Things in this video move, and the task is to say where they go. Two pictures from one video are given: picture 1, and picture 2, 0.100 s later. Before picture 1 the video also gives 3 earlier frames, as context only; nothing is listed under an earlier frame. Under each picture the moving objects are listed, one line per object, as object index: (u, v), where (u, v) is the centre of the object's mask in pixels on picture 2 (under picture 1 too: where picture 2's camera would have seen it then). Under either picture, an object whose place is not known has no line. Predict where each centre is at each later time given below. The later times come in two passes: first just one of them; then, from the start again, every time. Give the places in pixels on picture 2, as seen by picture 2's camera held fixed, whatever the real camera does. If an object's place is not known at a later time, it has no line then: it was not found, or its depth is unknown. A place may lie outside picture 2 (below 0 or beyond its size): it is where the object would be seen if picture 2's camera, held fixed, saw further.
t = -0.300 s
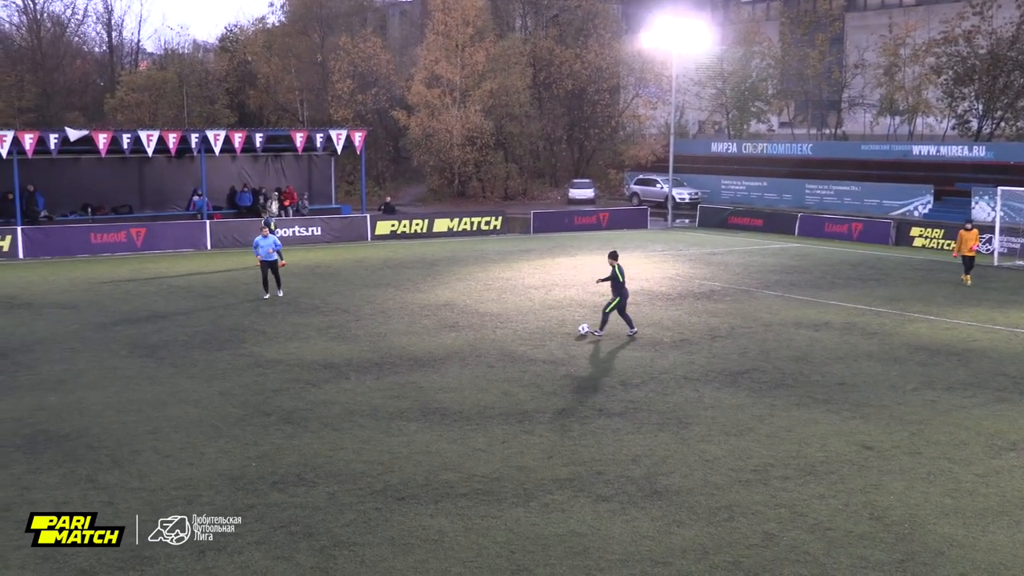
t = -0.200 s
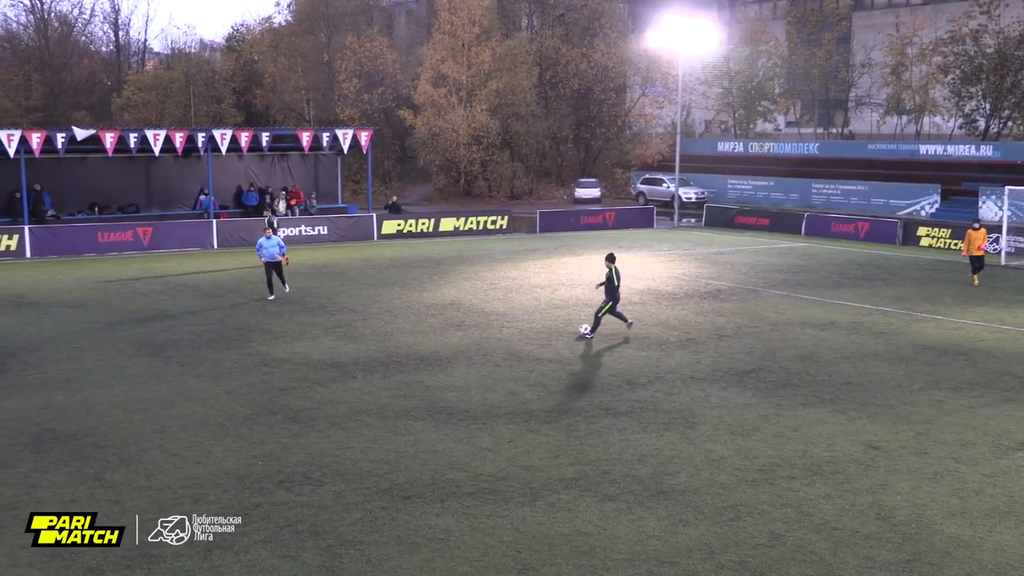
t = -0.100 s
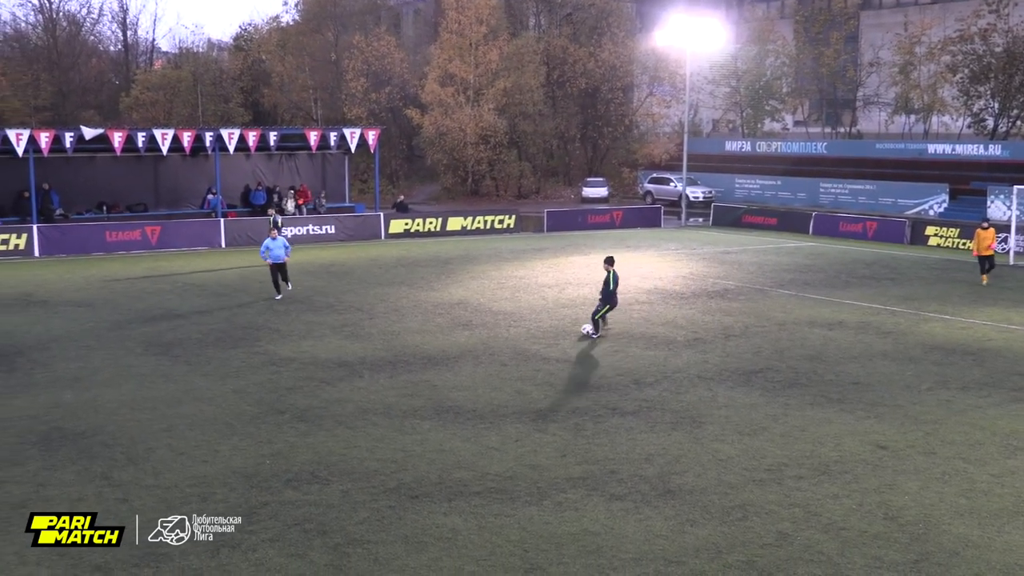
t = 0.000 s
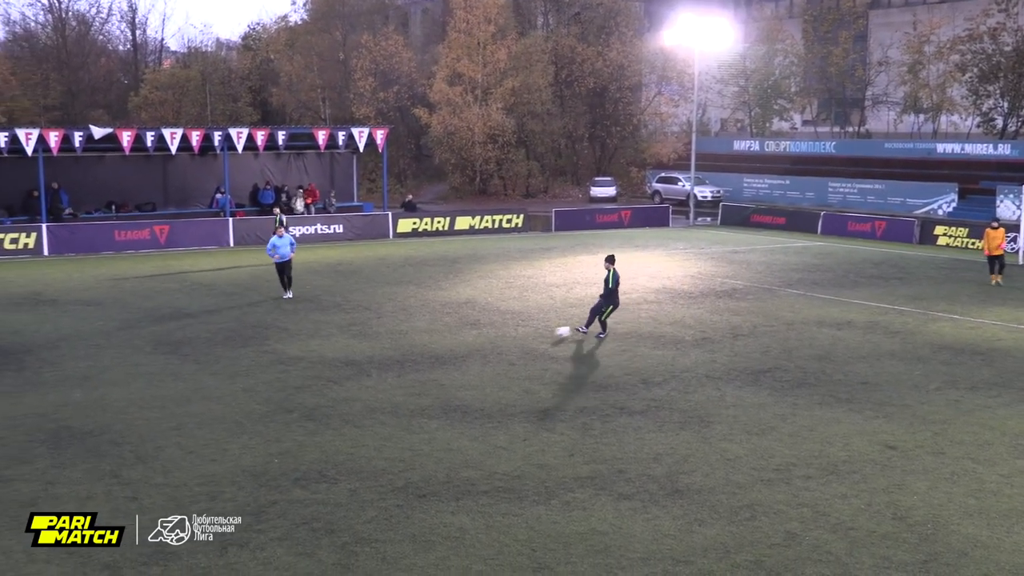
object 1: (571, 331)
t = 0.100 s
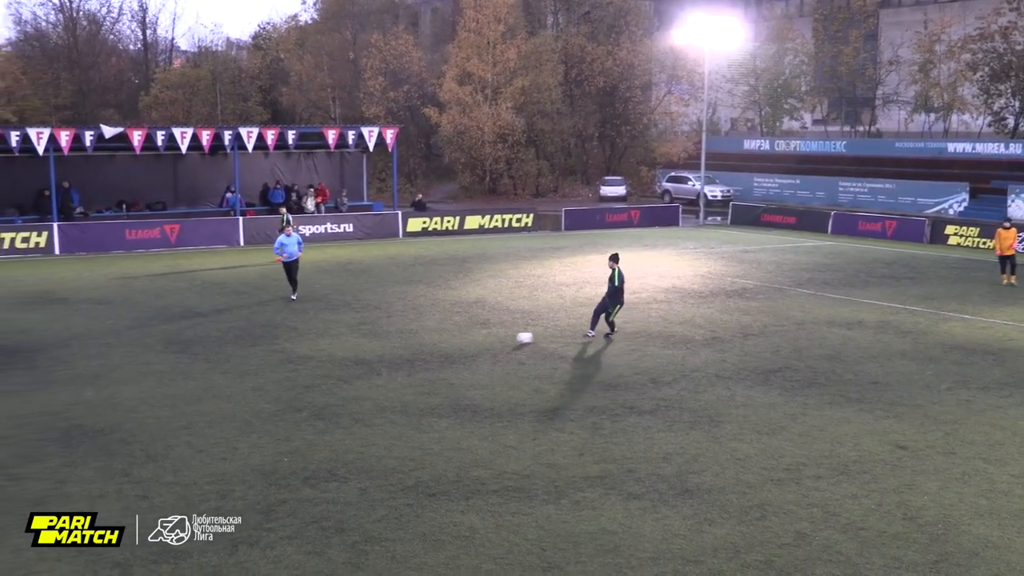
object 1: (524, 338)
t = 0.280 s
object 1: (444, 346)
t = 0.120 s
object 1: (516, 338)
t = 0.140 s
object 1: (507, 339)
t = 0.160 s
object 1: (498, 340)
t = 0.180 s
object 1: (488, 341)
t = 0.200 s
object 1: (480, 342)
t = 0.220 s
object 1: (470, 344)
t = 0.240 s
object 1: (461, 346)
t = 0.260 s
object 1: (453, 346)
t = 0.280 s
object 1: (444, 346)
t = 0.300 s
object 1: (437, 346)
